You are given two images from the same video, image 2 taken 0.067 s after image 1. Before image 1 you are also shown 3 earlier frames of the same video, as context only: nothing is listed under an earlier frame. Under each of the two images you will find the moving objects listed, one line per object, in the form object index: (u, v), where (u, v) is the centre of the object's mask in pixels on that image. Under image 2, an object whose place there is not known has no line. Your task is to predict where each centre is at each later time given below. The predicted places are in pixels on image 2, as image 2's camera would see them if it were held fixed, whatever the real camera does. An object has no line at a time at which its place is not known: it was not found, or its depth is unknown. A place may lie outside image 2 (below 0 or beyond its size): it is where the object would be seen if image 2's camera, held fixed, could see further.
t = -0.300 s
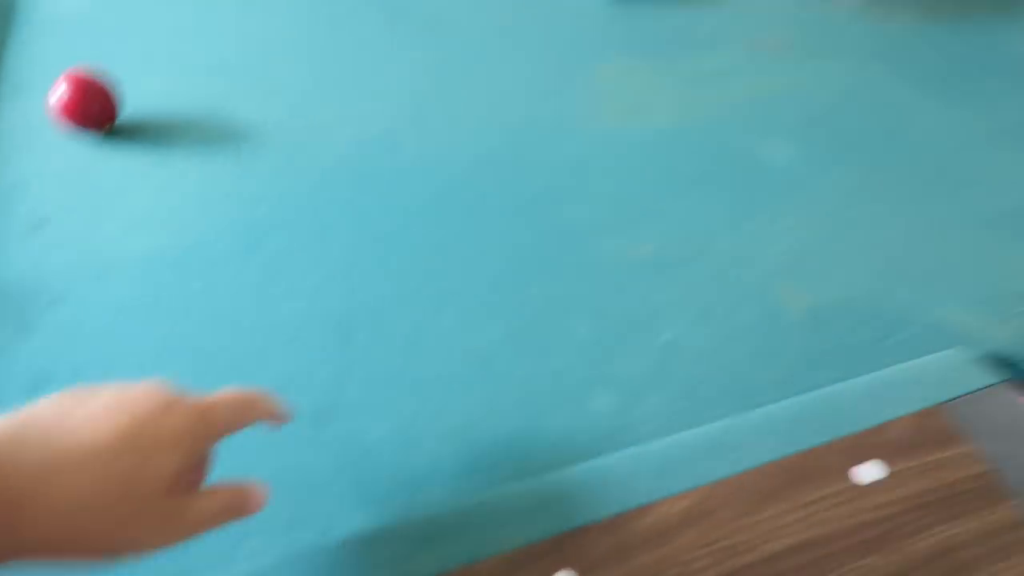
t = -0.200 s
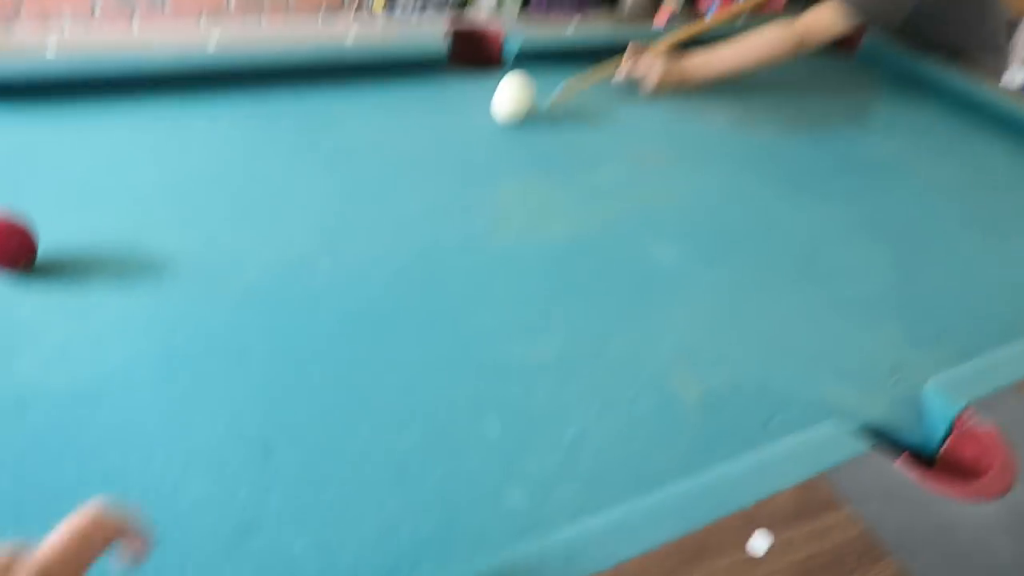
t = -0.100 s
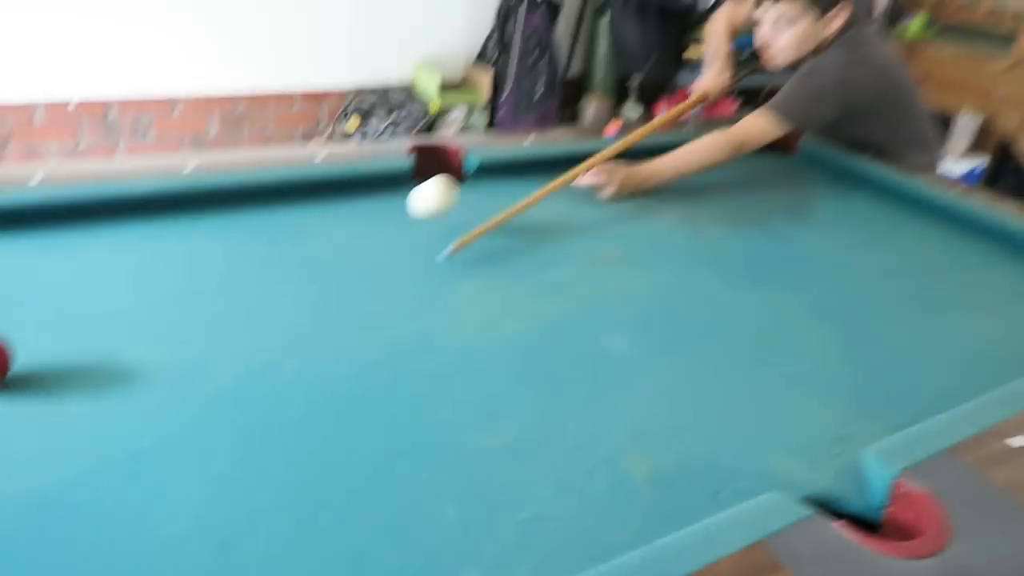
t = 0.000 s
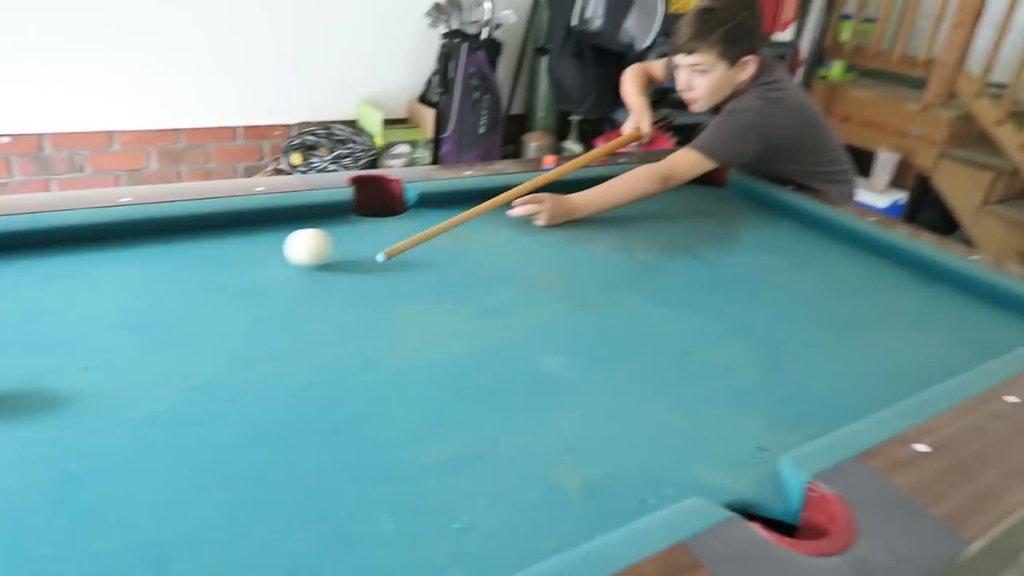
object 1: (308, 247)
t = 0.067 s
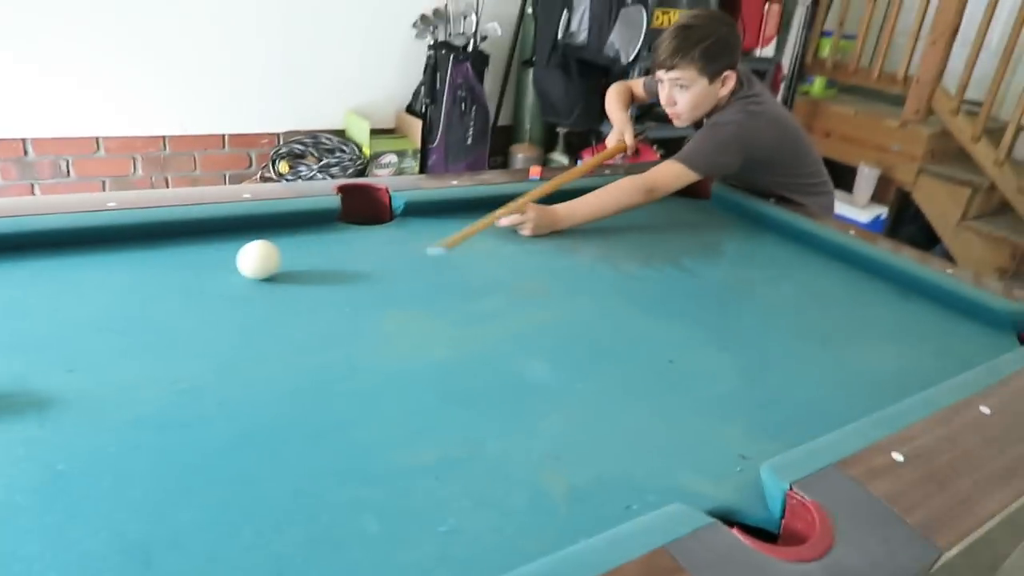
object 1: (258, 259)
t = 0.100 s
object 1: (242, 262)
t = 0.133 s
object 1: (225, 263)
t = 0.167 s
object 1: (210, 264)
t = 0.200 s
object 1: (195, 265)
